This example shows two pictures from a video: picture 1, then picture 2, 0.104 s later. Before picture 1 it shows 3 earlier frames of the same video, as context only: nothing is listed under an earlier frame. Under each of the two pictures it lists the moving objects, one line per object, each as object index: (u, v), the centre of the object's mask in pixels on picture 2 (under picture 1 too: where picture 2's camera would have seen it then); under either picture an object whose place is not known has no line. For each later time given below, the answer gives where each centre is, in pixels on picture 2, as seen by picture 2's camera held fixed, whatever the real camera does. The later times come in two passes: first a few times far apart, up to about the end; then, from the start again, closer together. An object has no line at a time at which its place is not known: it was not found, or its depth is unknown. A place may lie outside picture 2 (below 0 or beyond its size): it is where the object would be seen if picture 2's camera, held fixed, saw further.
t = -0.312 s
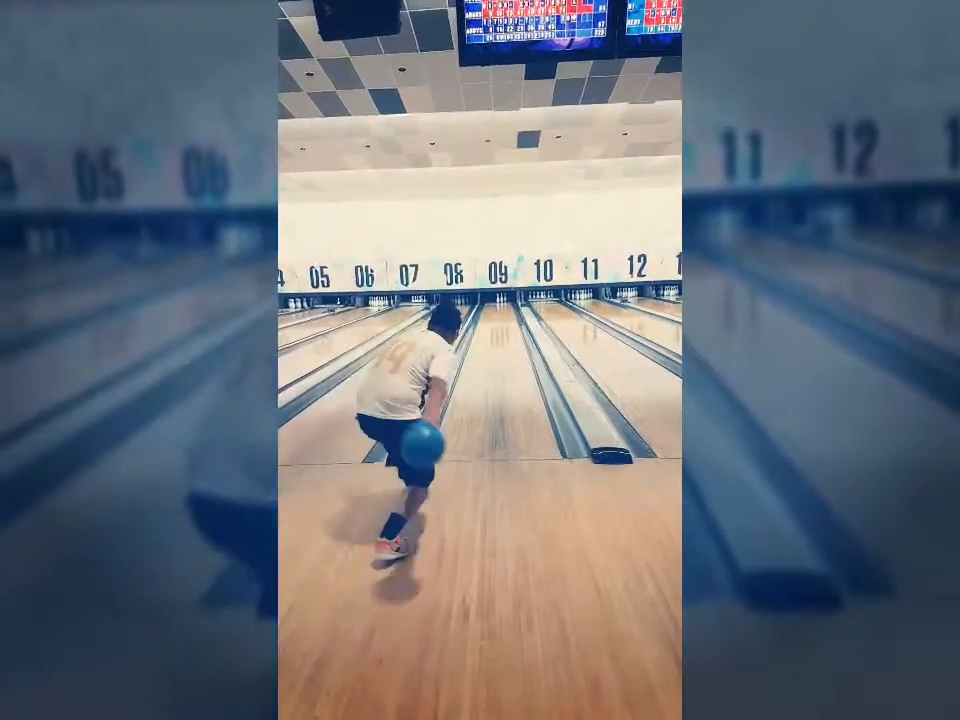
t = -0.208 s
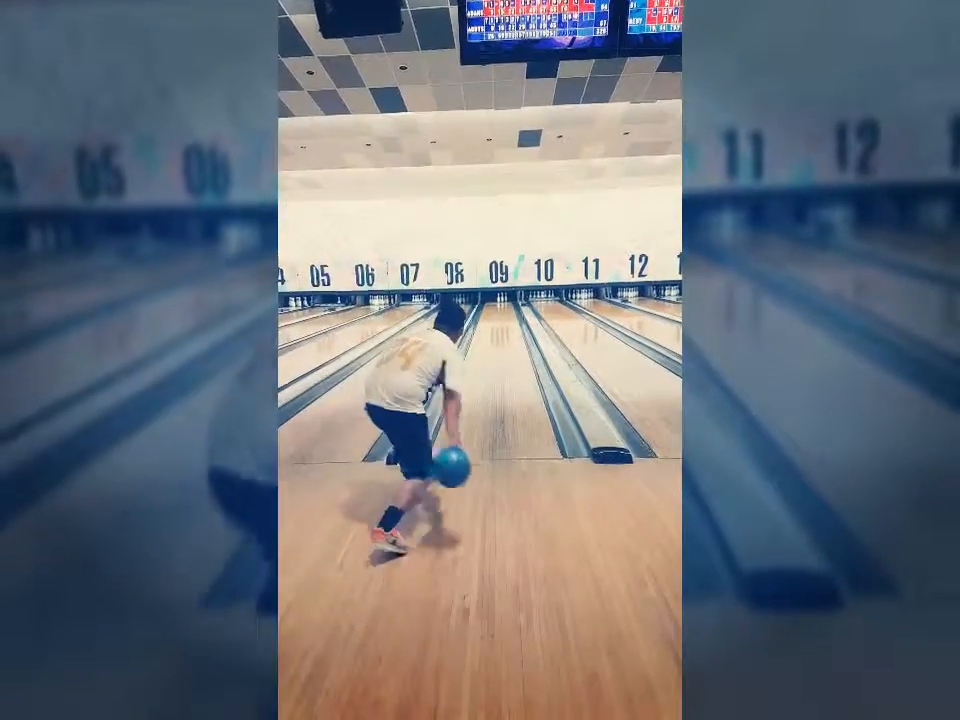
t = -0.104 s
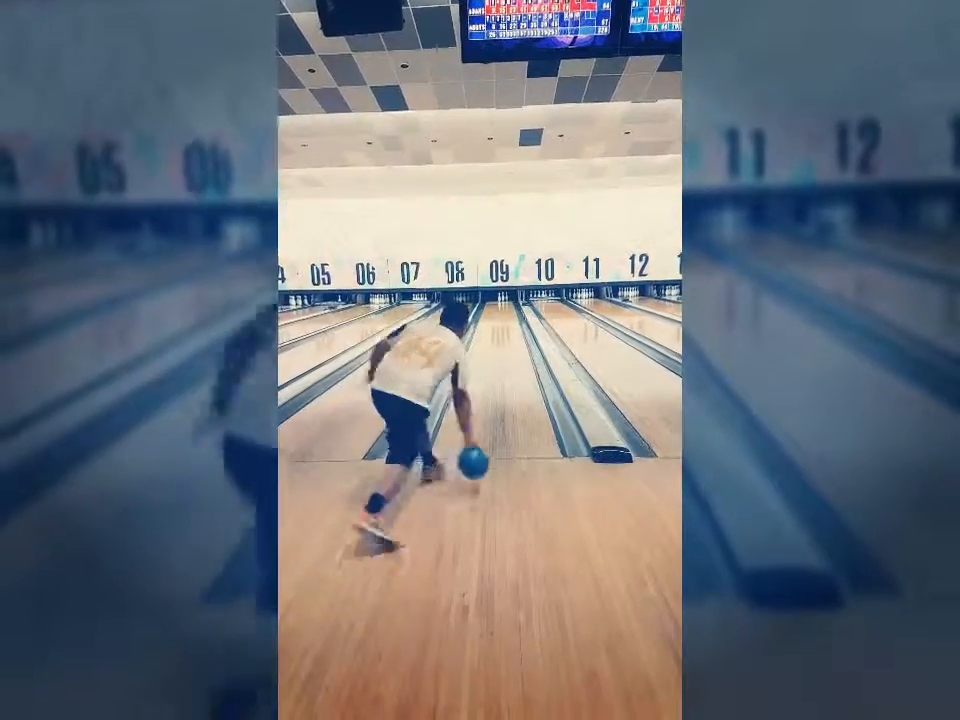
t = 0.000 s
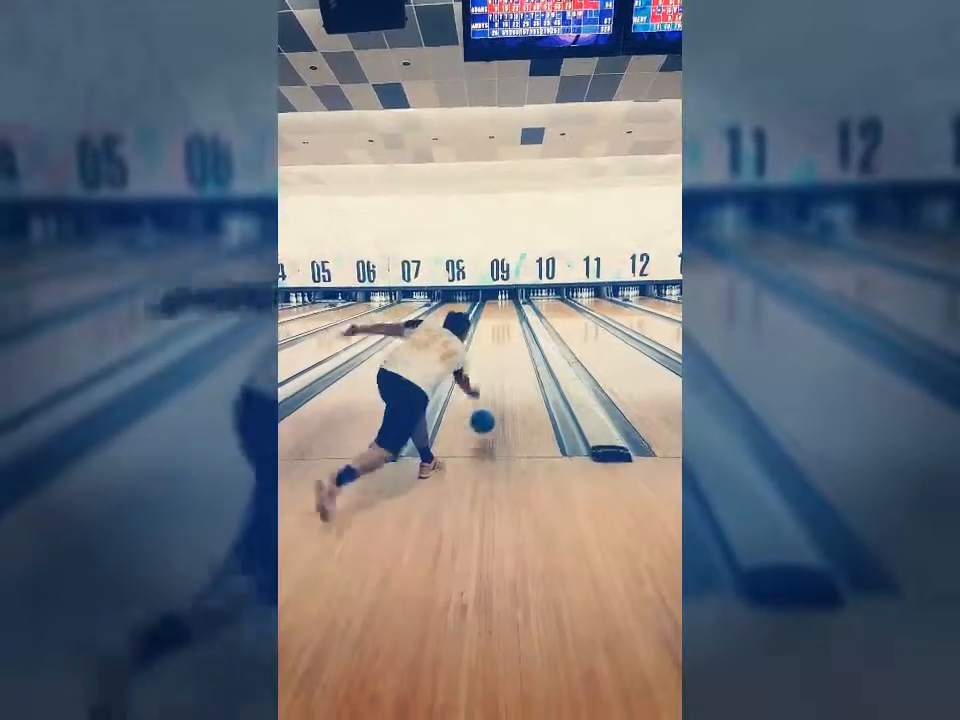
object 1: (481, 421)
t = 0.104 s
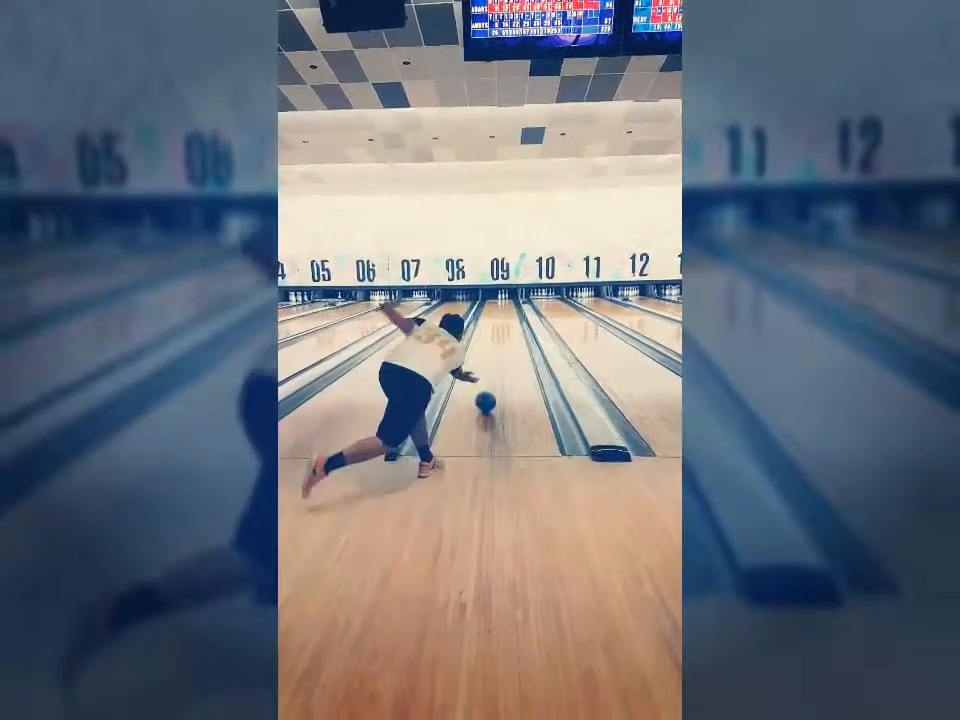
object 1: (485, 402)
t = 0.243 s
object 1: (488, 379)
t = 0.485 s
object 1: (492, 353)
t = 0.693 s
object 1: (494, 340)
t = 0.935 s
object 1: (494, 325)
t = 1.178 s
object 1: (496, 317)
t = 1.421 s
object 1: (496, 311)
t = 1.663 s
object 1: (499, 306)
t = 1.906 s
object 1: (500, 303)
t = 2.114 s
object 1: (500, 301)
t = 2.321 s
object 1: (501, 297)
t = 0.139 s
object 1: (486, 396)
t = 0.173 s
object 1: (487, 389)
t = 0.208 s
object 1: (488, 384)
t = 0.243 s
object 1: (488, 379)
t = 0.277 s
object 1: (489, 375)
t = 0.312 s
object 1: (490, 371)
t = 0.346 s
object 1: (490, 367)
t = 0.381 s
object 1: (491, 363)
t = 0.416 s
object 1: (491, 360)
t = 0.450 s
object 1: (491, 356)
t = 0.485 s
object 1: (492, 353)
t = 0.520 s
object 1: (493, 350)
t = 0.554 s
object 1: (494, 348)
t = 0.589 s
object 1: (494, 345)
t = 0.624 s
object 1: (494, 343)
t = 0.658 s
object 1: (494, 341)
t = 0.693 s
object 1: (494, 340)
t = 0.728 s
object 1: (494, 337)
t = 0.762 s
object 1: (494, 335)
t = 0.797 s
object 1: (494, 333)
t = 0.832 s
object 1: (494, 329)
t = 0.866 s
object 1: (494, 328)
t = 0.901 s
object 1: (494, 327)
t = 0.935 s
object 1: (494, 325)
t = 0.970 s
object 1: (494, 324)
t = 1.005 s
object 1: (495, 323)
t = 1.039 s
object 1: (494, 322)
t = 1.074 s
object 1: (495, 319)
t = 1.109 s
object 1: (495, 319)
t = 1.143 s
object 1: (495, 317)
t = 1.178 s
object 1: (496, 317)
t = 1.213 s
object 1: (495, 316)
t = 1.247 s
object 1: (496, 316)
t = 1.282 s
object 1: (495, 315)
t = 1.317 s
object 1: (496, 314)
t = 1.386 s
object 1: (496, 312)
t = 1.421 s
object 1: (496, 311)
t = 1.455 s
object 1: (496, 311)
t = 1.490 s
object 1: (496, 312)
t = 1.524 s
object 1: (498, 312)
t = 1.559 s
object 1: (500, 310)
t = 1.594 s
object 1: (500, 309)
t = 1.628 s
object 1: (499, 309)
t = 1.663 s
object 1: (499, 306)
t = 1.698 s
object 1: (499, 305)
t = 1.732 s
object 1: (499, 305)
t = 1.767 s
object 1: (499, 305)
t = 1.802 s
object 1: (499, 304)
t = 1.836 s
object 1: (500, 304)
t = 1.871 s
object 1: (500, 304)
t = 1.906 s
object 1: (500, 303)
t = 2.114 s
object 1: (500, 301)
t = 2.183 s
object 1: (500, 301)
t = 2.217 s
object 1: (500, 301)
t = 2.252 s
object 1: (500, 301)
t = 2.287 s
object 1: (501, 299)
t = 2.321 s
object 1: (501, 297)
